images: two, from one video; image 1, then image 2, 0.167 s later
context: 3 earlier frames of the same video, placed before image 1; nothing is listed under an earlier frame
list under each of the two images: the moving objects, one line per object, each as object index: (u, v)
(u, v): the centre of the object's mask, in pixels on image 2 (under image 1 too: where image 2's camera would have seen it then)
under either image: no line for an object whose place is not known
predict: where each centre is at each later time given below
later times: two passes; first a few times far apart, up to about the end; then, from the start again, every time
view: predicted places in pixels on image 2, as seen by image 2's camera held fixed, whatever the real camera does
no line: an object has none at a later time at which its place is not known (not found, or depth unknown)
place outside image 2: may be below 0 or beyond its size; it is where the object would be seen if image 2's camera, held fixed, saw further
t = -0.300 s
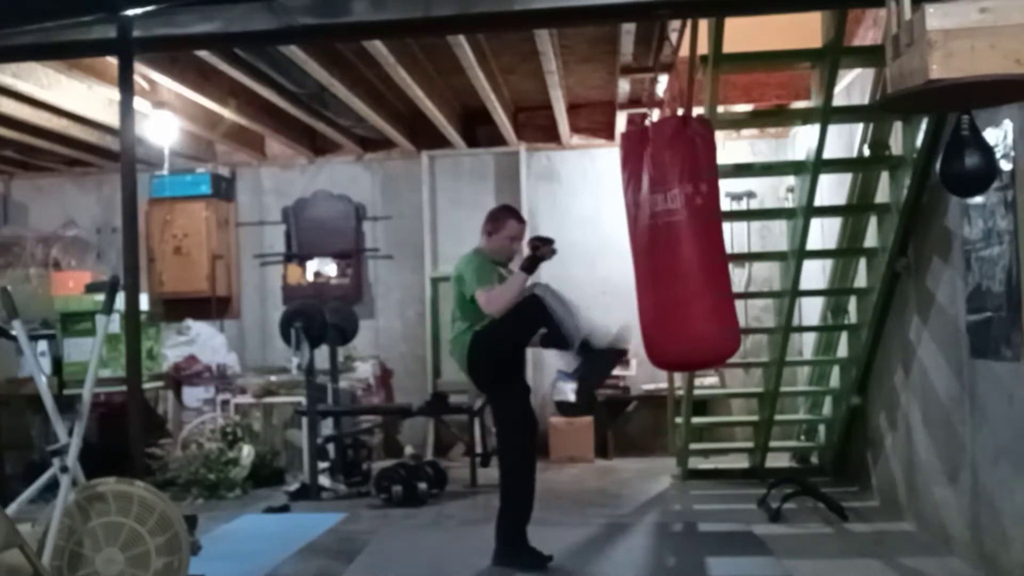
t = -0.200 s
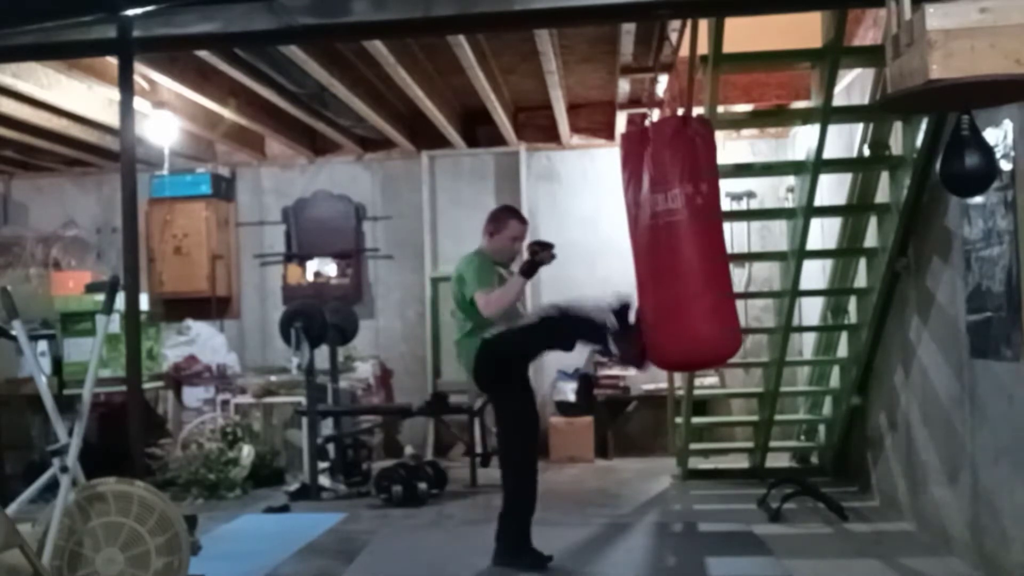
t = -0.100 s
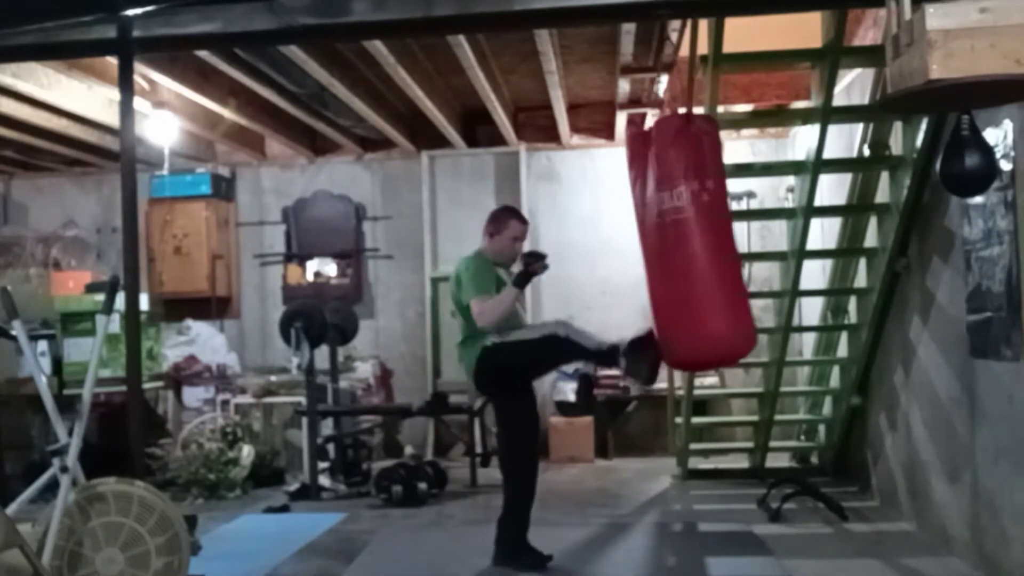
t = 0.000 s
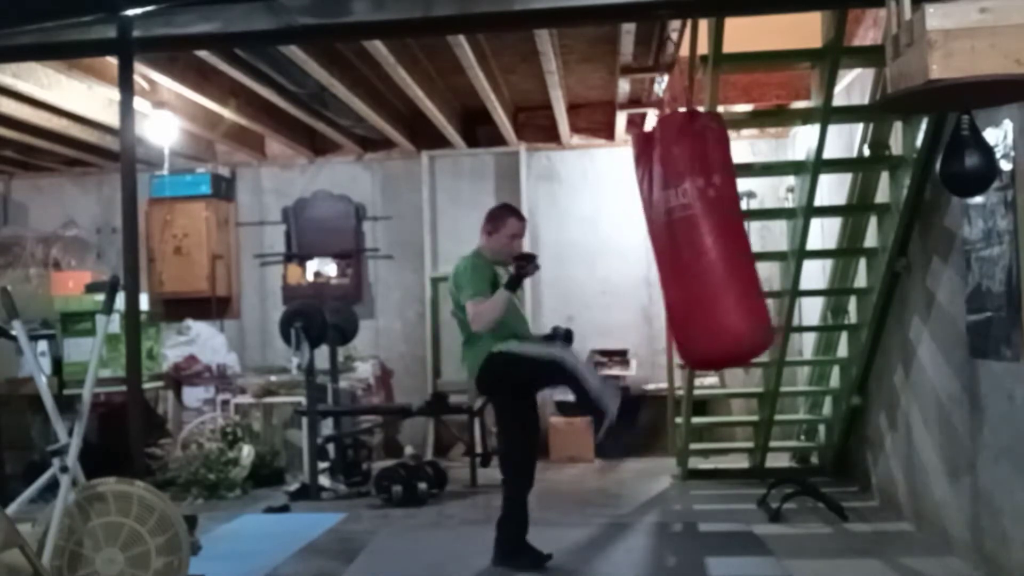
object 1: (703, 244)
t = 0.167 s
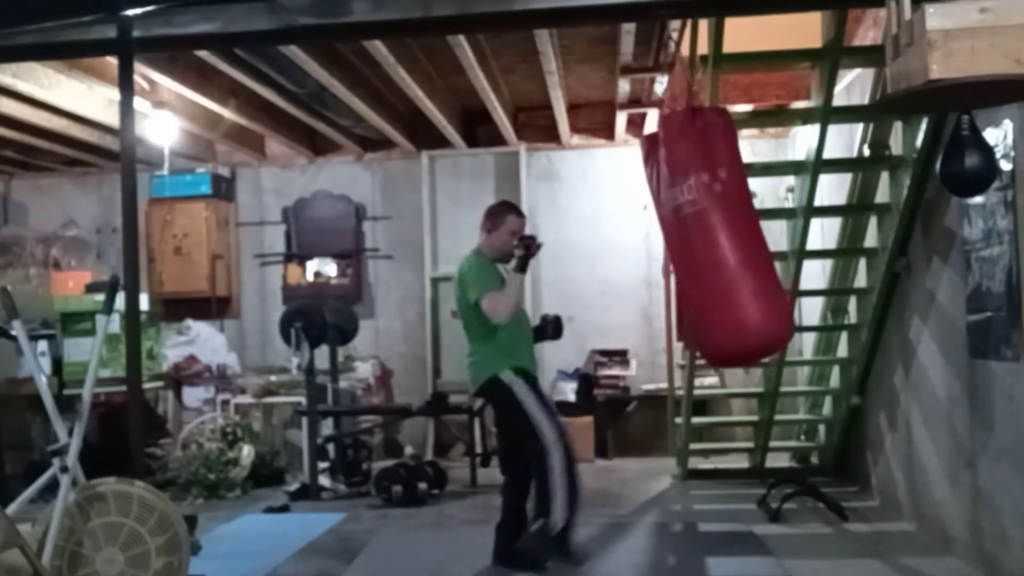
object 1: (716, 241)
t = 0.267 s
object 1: (721, 239)
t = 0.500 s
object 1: (715, 242)
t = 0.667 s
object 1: (700, 243)
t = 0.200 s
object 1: (719, 240)
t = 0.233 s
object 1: (720, 239)
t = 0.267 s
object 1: (721, 239)
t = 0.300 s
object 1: (721, 239)
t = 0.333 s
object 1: (721, 239)
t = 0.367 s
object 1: (721, 239)
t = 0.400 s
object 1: (721, 239)
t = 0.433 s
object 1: (720, 239)
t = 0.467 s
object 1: (717, 241)
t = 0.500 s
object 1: (715, 242)
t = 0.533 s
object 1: (712, 242)
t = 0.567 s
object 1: (710, 242)
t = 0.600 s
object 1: (708, 243)
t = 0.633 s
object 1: (704, 243)
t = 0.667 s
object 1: (700, 243)
